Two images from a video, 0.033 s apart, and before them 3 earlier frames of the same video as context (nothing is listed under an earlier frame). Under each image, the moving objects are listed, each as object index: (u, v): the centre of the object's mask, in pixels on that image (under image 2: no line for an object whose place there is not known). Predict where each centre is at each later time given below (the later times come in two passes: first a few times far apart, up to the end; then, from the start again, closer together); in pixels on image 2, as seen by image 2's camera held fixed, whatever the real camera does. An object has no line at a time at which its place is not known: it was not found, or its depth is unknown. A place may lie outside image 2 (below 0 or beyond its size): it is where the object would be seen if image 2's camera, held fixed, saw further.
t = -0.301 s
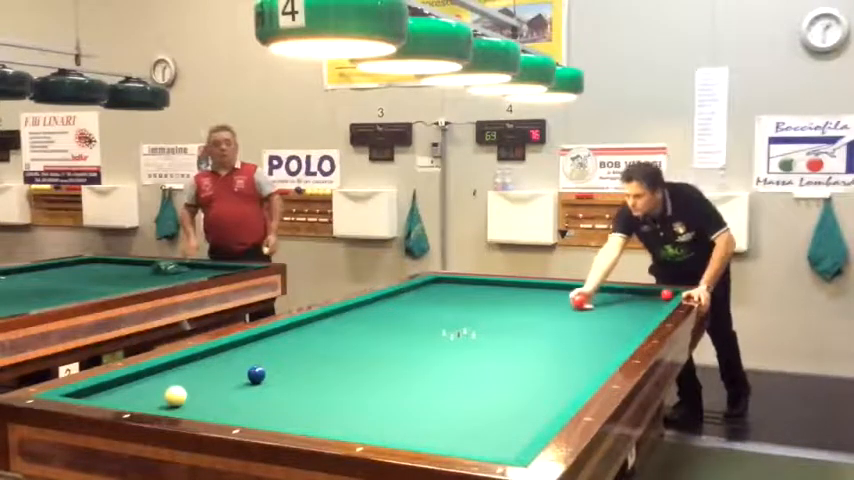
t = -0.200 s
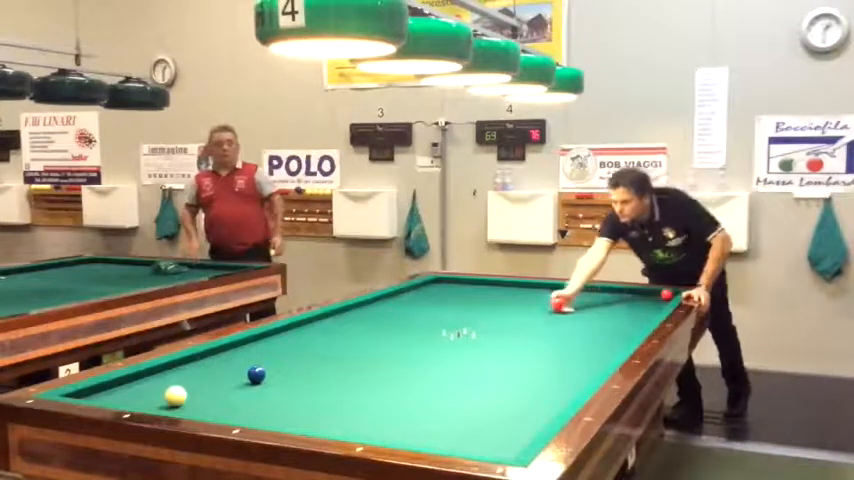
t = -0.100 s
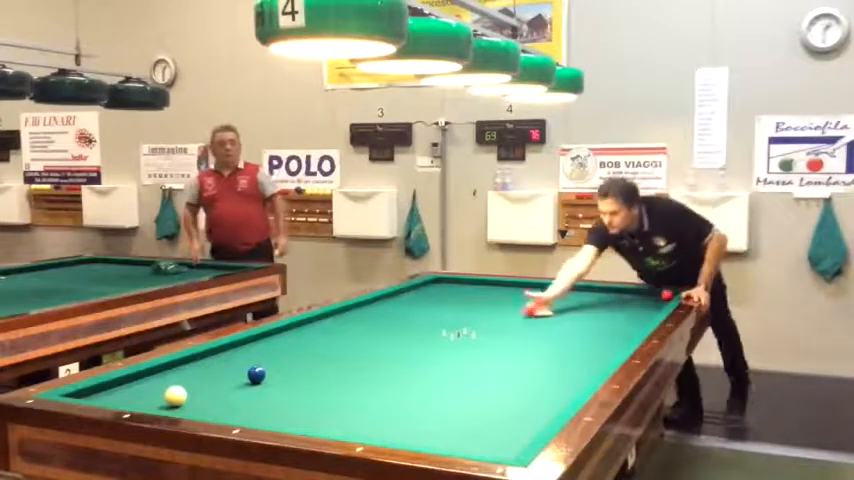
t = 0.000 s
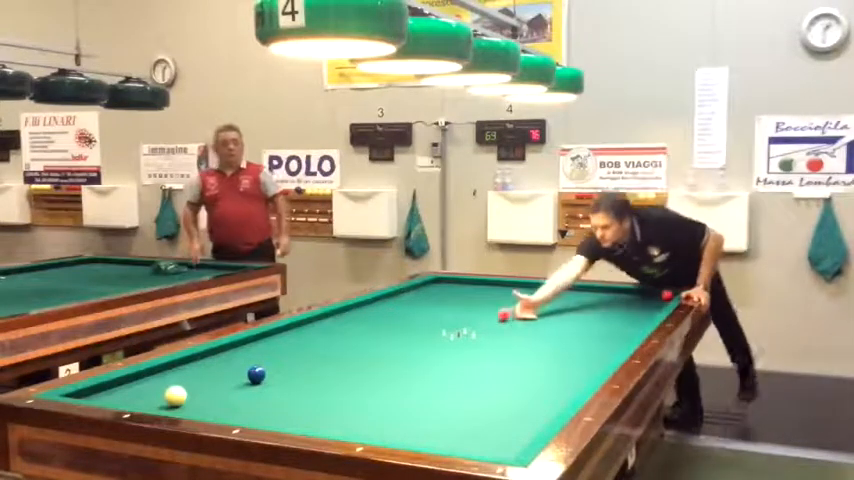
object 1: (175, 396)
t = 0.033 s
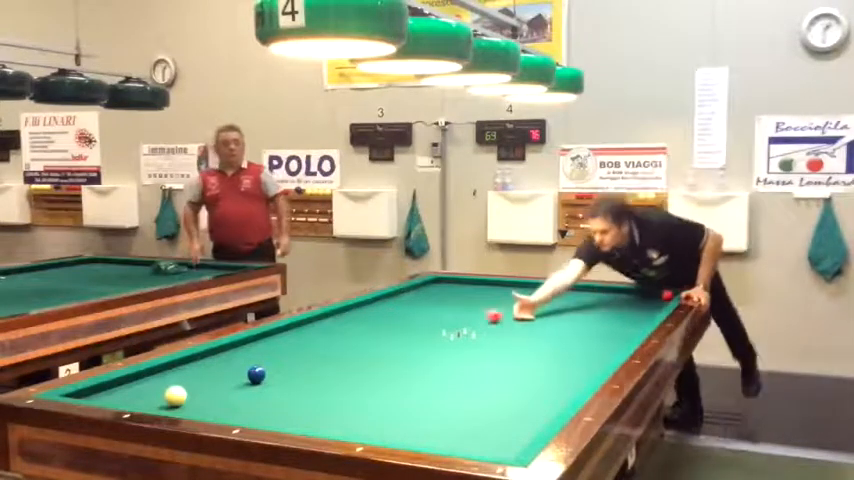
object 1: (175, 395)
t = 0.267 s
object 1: (175, 395)
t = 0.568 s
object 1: (175, 395)
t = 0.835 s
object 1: (176, 395)
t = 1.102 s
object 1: (175, 396)
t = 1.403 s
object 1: (175, 396)
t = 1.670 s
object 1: (175, 396)
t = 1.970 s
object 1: (211, 394)
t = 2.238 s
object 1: (248, 391)
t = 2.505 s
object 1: (283, 388)
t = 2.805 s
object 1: (321, 386)
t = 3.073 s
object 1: (353, 384)
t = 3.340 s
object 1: (382, 382)
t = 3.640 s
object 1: (413, 381)
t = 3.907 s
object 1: (441, 379)
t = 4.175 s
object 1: (466, 378)
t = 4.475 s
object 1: (494, 377)
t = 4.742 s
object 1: (516, 376)
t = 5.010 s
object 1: (538, 374)
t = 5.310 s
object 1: (560, 373)
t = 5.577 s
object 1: (580, 372)
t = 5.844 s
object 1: (589, 369)
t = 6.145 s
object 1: (585, 367)
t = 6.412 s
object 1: (581, 365)
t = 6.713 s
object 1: (575, 363)
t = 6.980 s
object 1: (572, 361)
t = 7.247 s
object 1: (568, 360)
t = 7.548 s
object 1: (565, 358)
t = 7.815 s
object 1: (563, 358)
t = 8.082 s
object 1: (561, 357)
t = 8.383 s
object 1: (559, 357)
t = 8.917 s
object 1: (557, 356)
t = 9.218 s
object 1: (557, 356)
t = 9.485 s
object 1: (557, 356)
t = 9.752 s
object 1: (557, 356)
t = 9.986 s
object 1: (557, 356)
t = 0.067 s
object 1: (175, 395)
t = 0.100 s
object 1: (175, 395)
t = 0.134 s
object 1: (175, 395)
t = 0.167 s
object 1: (175, 395)
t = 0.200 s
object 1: (175, 396)
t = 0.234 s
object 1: (175, 395)
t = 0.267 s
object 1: (175, 395)
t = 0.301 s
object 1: (175, 395)
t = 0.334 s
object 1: (175, 395)
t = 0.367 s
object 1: (175, 395)
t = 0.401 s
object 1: (175, 395)
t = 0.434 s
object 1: (175, 395)
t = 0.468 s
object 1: (175, 395)
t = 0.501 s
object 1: (175, 395)
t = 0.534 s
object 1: (175, 395)
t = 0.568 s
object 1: (175, 395)
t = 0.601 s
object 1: (175, 395)
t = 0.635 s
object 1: (175, 395)
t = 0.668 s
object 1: (176, 395)
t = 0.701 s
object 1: (175, 395)
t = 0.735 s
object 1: (175, 396)
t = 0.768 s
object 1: (175, 395)
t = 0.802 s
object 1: (175, 395)
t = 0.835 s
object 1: (176, 395)
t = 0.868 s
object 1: (176, 395)
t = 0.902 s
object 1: (176, 395)
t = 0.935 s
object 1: (175, 396)
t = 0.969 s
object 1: (175, 395)
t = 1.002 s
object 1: (176, 395)
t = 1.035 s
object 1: (175, 395)
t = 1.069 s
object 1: (176, 395)
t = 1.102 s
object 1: (175, 396)
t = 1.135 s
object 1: (175, 396)
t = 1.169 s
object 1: (175, 395)
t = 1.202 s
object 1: (175, 395)
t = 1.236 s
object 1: (176, 395)
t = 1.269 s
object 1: (175, 395)
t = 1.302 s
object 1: (176, 396)
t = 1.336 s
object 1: (176, 396)
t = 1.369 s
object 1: (175, 396)
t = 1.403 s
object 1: (175, 396)
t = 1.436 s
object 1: (175, 395)
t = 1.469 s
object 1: (175, 395)
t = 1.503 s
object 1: (175, 396)
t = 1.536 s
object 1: (175, 396)
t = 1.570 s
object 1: (175, 396)
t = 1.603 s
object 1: (175, 396)
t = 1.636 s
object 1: (175, 395)
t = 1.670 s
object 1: (175, 396)
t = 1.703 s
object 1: (176, 396)
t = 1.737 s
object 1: (175, 396)
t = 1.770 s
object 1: (177, 395)
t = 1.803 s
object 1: (183, 395)
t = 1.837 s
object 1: (190, 395)
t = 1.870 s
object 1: (196, 395)
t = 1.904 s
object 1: (202, 394)
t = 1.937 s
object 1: (206, 394)
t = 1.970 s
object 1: (211, 394)
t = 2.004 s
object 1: (216, 393)
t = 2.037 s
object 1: (220, 393)
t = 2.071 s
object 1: (225, 392)
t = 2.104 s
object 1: (229, 391)
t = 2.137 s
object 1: (234, 392)
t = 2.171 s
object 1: (238, 391)
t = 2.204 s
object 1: (243, 391)
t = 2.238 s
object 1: (248, 391)
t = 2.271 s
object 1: (252, 391)
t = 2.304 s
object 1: (257, 391)
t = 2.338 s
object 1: (262, 390)
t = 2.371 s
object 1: (266, 390)
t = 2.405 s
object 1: (270, 389)
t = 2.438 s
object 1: (274, 389)
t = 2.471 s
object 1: (279, 389)
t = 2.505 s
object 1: (283, 388)
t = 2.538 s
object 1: (287, 388)
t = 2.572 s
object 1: (291, 388)
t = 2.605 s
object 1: (296, 388)
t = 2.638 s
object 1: (300, 387)
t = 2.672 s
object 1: (304, 387)
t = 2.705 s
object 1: (309, 387)
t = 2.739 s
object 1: (313, 387)
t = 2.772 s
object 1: (317, 386)
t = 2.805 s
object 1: (321, 386)
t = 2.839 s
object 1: (325, 386)
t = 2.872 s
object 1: (329, 386)
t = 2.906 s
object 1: (333, 385)
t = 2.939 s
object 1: (337, 385)
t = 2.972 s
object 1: (341, 385)
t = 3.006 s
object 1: (344, 385)
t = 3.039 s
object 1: (348, 385)
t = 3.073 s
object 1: (353, 384)
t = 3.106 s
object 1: (356, 384)
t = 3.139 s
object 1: (360, 384)
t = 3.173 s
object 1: (364, 384)
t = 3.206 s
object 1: (368, 383)
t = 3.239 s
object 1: (371, 383)
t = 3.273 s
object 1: (375, 383)
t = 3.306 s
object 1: (379, 383)
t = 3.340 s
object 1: (382, 382)
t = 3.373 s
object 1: (385, 382)
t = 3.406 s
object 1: (388, 382)
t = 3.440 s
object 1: (392, 382)
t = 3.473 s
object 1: (396, 382)
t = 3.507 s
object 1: (399, 381)
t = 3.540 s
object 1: (403, 381)
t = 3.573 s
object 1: (407, 381)
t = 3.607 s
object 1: (410, 381)
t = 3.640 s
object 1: (413, 381)
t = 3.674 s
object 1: (417, 381)
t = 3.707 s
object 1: (420, 381)
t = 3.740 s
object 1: (423, 380)
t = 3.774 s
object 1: (427, 379)
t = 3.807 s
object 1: (431, 380)
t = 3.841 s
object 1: (434, 380)
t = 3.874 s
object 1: (437, 379)
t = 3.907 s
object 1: (441, 379)
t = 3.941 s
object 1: (444, 379)
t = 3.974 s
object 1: (447, 379)
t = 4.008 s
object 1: (450, 379)
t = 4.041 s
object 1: (454, 378)
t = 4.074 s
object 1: (457, 379)
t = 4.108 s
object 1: (460, 378)
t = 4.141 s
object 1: (464, 378)
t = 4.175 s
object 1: (466, 378)
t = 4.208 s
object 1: (469, 378)
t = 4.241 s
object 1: (472, 378)
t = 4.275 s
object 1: (476, 378)
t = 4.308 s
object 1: (479, 377)
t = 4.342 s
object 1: (482, 377)
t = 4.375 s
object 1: (485, 377)
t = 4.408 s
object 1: (488, 377)
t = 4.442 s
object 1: (491, 377)
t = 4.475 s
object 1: (494, 377)
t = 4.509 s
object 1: (497, 377)
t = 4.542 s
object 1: (499, 377)
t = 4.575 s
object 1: (502, 377)
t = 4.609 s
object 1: (505, 376)
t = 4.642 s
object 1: (508, 376)
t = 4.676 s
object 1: (511, 376)
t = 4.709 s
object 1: (514, 376)
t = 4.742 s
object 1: (516, 376)
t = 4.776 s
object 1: (519, 375)
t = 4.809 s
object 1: (522, 375)
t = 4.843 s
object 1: (524, 375)
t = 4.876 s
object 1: (527, 375)
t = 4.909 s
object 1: (530, 375)
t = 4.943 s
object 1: (533, 374)
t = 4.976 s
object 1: (535, 375)
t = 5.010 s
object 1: (538, 374)
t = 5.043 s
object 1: (541, 374)
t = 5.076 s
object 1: (544, 374)
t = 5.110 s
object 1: (546, 374)
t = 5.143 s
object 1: (549, 374)
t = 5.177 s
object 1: (551, 373)
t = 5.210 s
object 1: (553, 373)
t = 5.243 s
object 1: (556, 373)
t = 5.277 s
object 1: (559, 373)
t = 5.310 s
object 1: (560, 373)
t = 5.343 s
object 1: (564, 373)
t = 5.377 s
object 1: (566, 372)
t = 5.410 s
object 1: (569, 372)
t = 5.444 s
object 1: (571, 372)
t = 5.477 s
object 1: (573, 372)
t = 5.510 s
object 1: (576, 372)
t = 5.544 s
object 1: (578, 372)
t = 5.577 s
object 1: (580, 372)
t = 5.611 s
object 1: (582, 372)
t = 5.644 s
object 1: (584, 372)
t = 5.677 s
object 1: (587, 371)
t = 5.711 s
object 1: (589, 370)
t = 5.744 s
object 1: (591, 370)
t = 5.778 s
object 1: (591, 370)
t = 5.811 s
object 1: (590, 369)
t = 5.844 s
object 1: (589, 369)
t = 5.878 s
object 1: (589, 369)
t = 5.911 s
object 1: (588, 369)
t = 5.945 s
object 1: (588, 369)
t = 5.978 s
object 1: (587, 369)
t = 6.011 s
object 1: (587, 368)
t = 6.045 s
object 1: (587, 368)
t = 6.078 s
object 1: (587, 368)
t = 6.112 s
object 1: (585, 367)
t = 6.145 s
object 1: (585, 367)
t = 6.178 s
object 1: (584, 367)
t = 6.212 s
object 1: (583, 366)
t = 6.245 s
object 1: (583, 366)
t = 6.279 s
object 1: (582, 366)
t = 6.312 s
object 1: (582, 366)
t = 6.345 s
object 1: (581, 365)
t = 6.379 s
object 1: (581, 365)
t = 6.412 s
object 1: (581, 365)
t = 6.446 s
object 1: (580, 365)
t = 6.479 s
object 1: (579, 364)
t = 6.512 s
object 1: (578, 364)
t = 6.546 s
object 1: (579, 364)
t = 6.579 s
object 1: (578, 364)
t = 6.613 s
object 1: (576, 363)
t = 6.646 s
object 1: (576, 363)
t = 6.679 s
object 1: (575, 363)
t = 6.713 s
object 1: (575, 363)
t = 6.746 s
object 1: (575, 363)
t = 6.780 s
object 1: (575, 363)
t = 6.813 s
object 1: (575, 362)
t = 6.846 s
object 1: (574, 362)
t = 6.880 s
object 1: (573, 362)
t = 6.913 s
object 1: (573, 362)
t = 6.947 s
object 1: (572, 361)
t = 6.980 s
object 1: (572, 361)
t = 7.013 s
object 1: (571, 361)
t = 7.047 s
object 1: (571, 361)
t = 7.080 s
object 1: (570, 361)
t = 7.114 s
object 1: (570, 360)
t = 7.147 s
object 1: (570, 360)
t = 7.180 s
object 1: (569, 360)
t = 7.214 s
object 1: (569, 360)
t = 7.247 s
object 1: (568, 360)
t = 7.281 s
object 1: (568, 359)
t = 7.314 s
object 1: (567, 359)
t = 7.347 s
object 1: (567, 359)
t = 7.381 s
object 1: (566, 359)
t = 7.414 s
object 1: (566, 359)
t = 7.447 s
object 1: (565, 359)
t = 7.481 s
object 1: (565, 359)
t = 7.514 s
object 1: (565, 359)
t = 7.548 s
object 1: (565, 358)
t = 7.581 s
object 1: (564, 358)
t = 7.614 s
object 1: (564, 358)
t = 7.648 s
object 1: (563, 358)
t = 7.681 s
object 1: (563, 358)
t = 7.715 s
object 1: (563, 358)
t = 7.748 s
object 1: (563, 358)
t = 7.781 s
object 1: (563, 358)
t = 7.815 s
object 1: (563, 358)
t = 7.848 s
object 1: (562, 357)
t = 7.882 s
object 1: (562, 357)
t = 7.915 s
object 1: (562, 357)
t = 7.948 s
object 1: (562, 357)
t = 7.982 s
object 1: (561, 357)
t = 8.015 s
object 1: (561, 357)
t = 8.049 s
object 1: (561, 357)
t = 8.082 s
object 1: (561, 357)
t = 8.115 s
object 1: (560, 357)
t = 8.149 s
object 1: (560, 357)
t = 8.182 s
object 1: (560, 357)
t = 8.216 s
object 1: (560, 357)
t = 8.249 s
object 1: (560, 357)
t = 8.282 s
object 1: (560, 357)
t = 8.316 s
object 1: (560, 357)
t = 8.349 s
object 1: (559, 357)
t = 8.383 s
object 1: (559, 357)
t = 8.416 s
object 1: (560, 357)
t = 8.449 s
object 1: (559, 357)
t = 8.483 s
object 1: (559, 356)
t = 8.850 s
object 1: (556, 356)
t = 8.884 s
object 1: (557, 356)
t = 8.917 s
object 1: (557, 356)
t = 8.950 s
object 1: (557, 356)
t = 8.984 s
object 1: (557, 356)
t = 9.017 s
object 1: (557, 356)
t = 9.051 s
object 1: (557, 356)
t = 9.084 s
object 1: (557, 356)
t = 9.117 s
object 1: (557, 356)
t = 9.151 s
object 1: (557, 356)
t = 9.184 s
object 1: (557, 356)
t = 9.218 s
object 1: (557, 356)
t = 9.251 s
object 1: (557, 356)
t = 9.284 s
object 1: (557, 356)
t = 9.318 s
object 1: (557, 356)
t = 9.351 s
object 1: (557, 356)
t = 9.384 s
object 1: (557, 356)
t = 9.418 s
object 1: (557, 356)
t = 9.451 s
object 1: (557, 356)
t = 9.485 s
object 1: (557, 356)
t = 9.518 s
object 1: (557, 356)
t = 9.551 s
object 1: (557, 356)
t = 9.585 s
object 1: (557, 356)
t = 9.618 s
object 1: (557, 356)
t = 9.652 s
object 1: (557, 356)
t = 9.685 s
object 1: (557, 356)
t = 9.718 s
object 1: (557, 356)
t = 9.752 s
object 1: (557, 356)
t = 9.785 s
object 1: (557, 356)
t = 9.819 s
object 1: (557, 356)
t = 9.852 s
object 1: (557, 356)
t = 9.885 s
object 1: (557, 356)
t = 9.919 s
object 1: (557, 356)
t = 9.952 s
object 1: (557, 356)
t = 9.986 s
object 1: (557, 356)
